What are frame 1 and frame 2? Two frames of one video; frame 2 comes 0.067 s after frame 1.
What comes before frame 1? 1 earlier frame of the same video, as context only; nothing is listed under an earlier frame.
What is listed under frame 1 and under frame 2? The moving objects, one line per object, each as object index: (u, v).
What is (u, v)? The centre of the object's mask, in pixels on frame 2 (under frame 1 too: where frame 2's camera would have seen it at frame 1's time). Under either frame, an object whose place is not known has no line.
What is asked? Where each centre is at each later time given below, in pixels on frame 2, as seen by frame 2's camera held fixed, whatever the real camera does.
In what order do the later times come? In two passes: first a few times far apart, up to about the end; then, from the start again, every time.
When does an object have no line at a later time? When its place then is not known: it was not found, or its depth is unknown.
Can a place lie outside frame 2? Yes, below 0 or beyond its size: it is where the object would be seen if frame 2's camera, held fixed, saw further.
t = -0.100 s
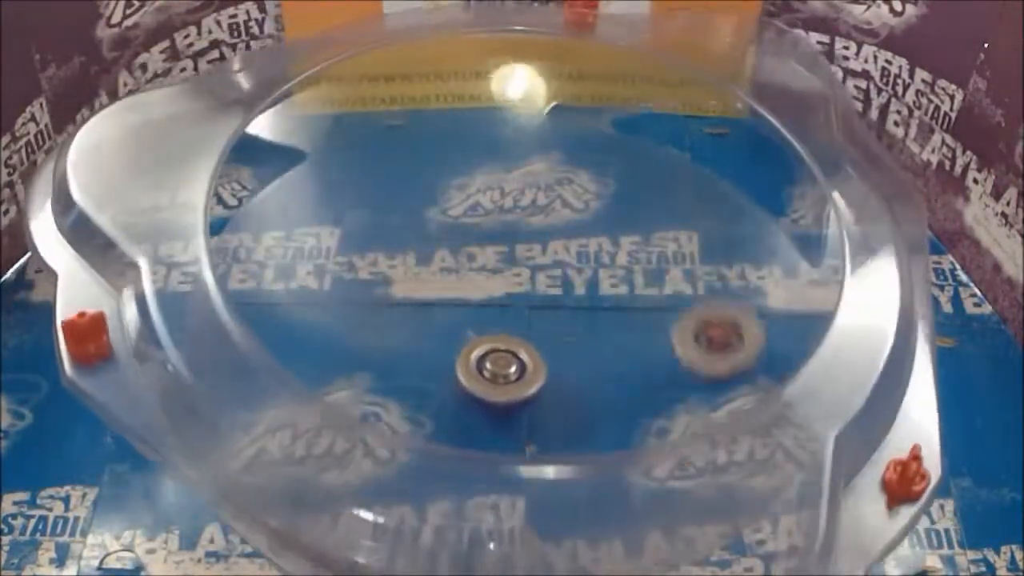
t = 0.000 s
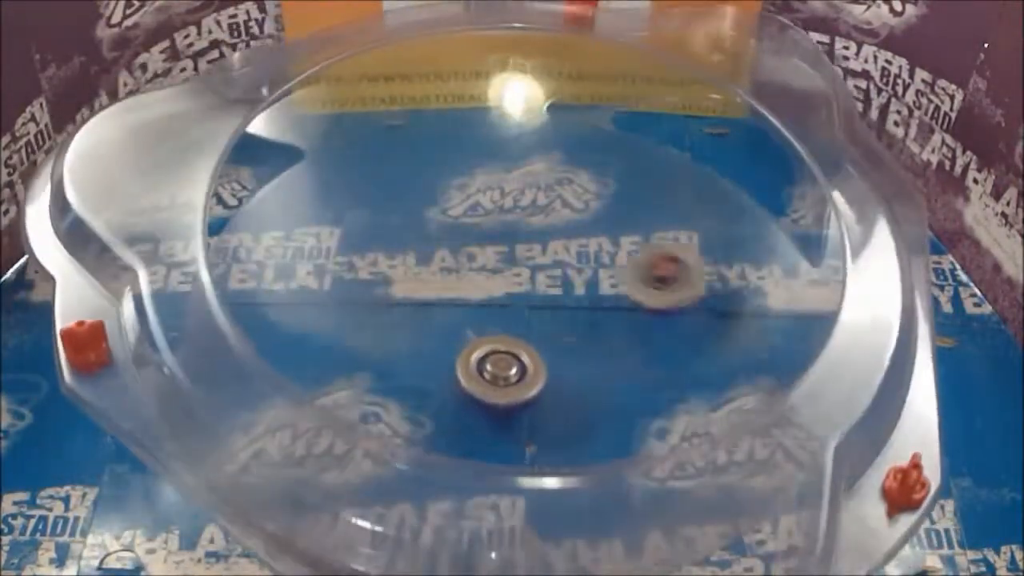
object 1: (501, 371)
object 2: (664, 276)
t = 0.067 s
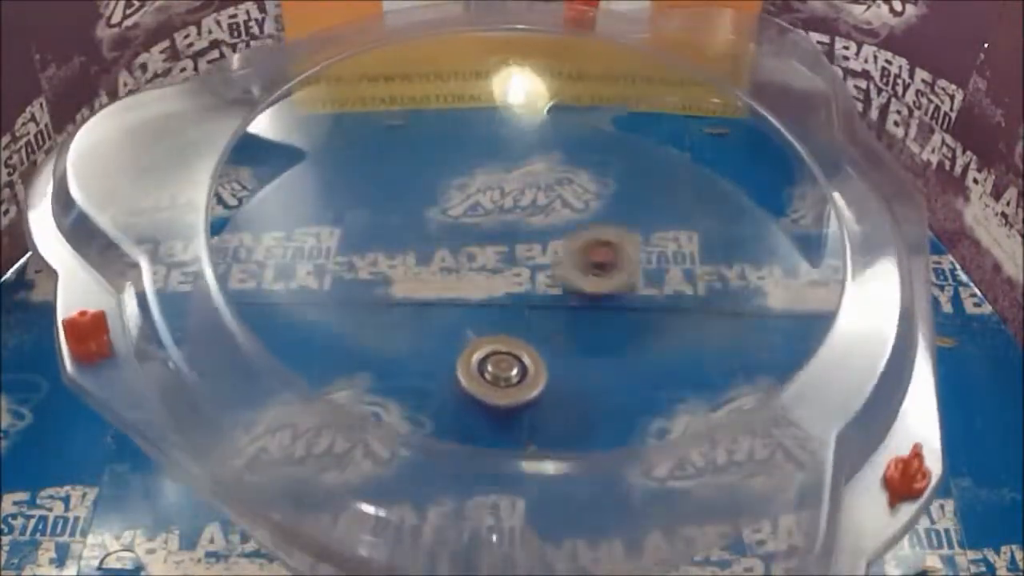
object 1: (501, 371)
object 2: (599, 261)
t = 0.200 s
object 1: (508, 370)
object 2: (469, 300)
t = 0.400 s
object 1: (685, 489)
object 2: (274, 156)
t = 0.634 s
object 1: (586, 447)
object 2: (201, 301)
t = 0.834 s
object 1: (455, 328)
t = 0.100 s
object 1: (502, 371)
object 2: (563, 263)
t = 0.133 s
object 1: (504, 371)
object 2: (531, 270)
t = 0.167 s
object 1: (506, 371)
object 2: (498, 285)
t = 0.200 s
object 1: (508, 370)
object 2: (469, 300)
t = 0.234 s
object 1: (528, 388)
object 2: (442, 300)
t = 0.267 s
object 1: (570, 431)
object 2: (396, 257)
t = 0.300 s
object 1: (611, 462)
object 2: (360, 216)
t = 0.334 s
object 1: (642, 475)
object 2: (327, 185)
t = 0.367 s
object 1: (668, 484)
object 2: (300, 164)
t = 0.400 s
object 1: (685, 489)
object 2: (274, 156)
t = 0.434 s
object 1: (699, 504)
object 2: (253, 167)
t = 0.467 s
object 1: (698, 508)
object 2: (232, 187)
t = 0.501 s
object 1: (688, 505)
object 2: (210, 203)
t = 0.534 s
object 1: (670, 502)
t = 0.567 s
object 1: (644, 488)
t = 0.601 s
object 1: (617, 466)
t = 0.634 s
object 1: (586, 447)
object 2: (201, 301)
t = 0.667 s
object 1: (562, 429)
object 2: (206, 318)
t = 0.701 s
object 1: (533, 400)
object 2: (224, 346)
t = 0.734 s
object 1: (508, 378)
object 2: (254, 410)
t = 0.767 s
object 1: (487, 359)
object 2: (307, 444)
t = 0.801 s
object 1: (468, 341)
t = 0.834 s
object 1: (455, 328)
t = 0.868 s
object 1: (445, 319)
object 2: (589, 472)
